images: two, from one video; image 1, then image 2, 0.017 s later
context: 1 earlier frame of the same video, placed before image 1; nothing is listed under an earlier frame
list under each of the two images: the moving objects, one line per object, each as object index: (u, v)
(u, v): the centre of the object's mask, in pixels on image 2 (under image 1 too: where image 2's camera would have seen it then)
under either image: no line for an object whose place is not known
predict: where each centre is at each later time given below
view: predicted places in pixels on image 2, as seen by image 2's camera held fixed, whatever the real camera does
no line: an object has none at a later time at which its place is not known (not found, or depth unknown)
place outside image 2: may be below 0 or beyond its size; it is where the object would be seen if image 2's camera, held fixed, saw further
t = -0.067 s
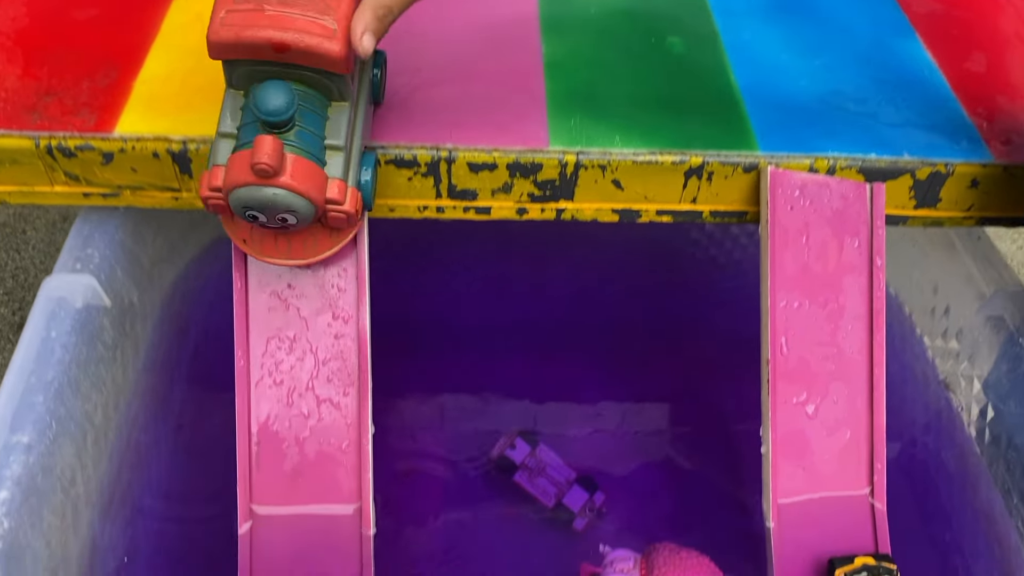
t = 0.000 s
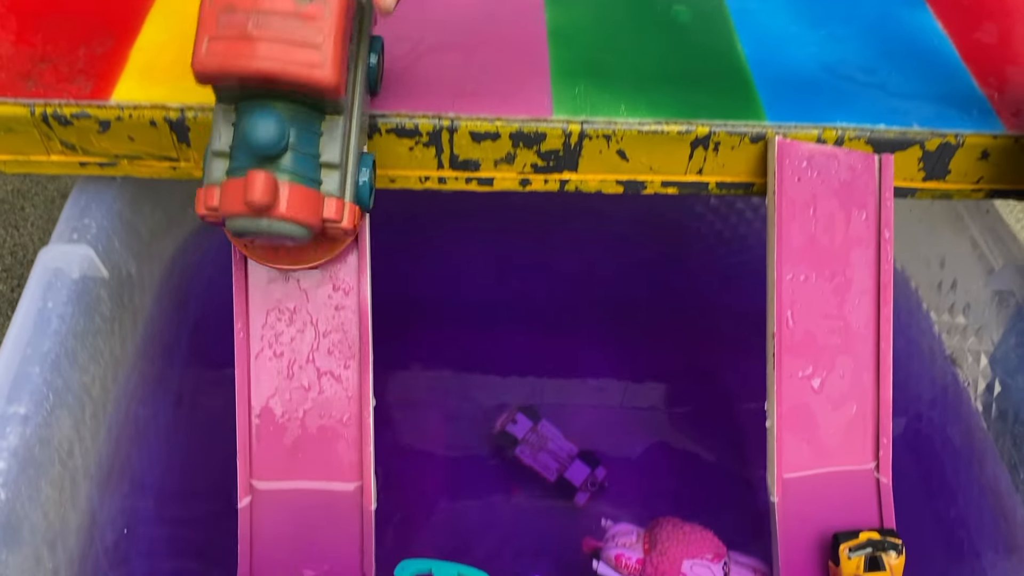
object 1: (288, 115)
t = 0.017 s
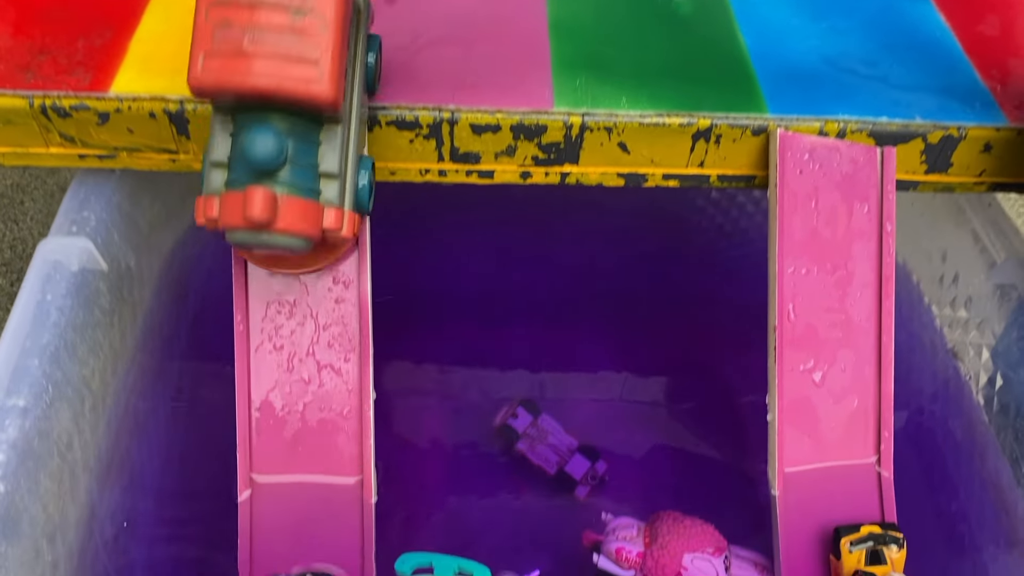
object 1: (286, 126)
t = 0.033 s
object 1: (284, 139)
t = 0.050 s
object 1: (282, 155)
